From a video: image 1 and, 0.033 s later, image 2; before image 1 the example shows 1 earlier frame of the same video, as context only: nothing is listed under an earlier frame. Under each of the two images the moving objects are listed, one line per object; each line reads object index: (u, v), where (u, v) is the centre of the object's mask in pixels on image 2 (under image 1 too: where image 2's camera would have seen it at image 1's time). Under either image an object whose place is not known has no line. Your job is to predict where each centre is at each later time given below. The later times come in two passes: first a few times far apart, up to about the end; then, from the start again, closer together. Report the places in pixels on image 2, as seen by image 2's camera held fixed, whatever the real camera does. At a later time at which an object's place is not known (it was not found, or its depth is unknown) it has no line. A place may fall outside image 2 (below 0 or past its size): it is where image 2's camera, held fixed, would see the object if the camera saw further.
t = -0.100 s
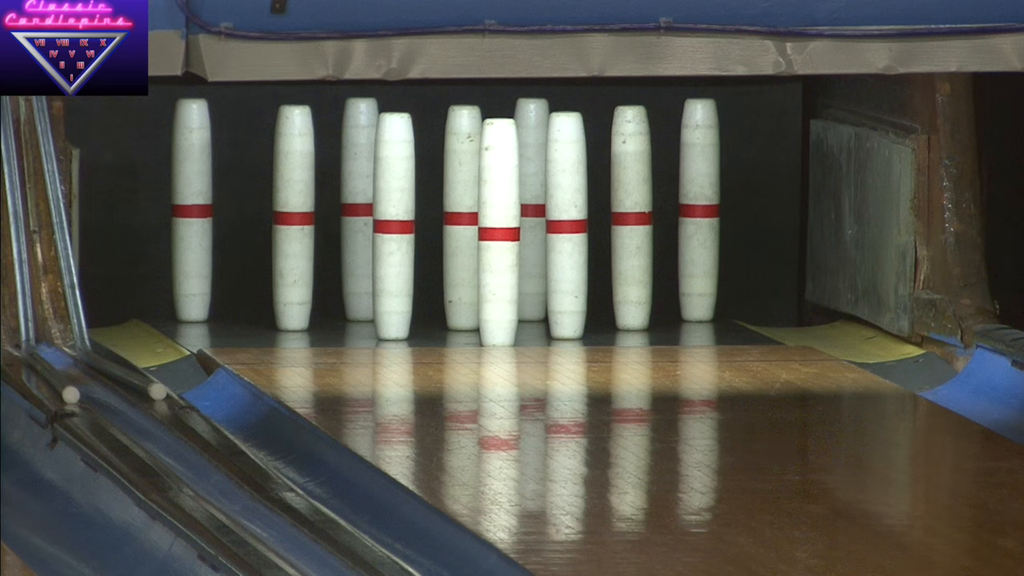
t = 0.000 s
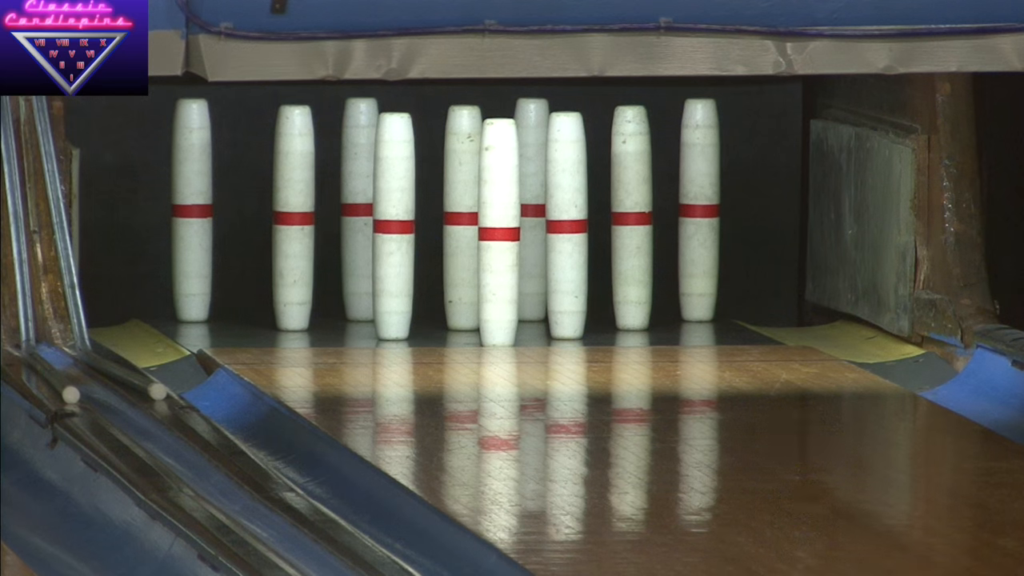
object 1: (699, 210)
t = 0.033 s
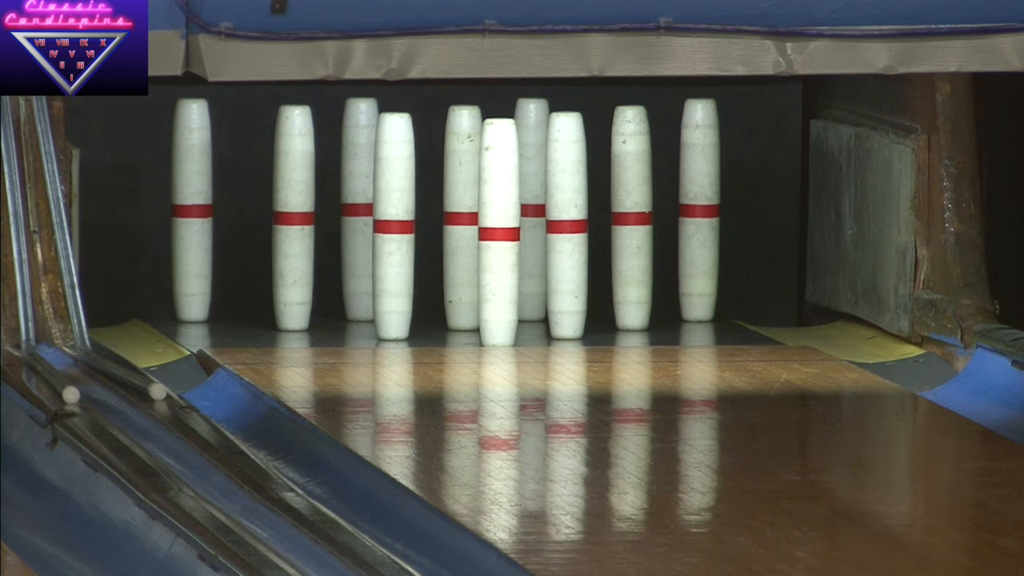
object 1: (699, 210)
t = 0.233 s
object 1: (699, 210)
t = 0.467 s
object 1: (699, 210)
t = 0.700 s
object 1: (699, 210)
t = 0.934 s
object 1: (724, 209)
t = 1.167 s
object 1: (745, 225)
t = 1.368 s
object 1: (703, 296)
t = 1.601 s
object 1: (695, 299)
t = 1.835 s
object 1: (699, 298)
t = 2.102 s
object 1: (700, 304)
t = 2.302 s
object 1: (701, 304)
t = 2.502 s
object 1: (700, 304)
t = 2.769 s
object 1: (699, 305)
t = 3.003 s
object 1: (698, 305)
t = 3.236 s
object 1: (698, 305)
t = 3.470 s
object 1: (699, 305)
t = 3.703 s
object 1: (699, 305)
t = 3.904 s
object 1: (699, 305)
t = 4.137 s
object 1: (700, 304)
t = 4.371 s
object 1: (701, 304)
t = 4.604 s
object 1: (702, 304)
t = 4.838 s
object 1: (703, 304)
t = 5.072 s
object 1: (705, 303)
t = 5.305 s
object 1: (707, 303)
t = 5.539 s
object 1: (709, 302)
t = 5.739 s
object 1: (711, 302)
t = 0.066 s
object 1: (699, 210)
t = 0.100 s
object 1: (699, 210)
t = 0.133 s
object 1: (699, 210)
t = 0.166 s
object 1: (699, 210)
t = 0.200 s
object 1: (699, 210)
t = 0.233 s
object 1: (699, 210)
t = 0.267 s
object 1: (699, 210)
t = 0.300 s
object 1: (699, 210)
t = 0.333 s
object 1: (699, 210)
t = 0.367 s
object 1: (699, 210)
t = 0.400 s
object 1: (699, 210)
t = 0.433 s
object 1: (699, 210)
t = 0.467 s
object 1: (699, 210)
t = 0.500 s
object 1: (699, 210)
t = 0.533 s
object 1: (699, 210)
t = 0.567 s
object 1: (699, 210)
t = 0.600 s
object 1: (699, 210)
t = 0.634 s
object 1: (699, 210)
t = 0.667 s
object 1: (699, 210)
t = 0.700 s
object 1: (699, 210)
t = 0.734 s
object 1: (699, 210)
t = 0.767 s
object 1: (699, 210)
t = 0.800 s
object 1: (700, 201)
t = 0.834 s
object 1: (699, 184)
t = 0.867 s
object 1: (705, 201)
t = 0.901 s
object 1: (715, 208)
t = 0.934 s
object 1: (724, 209)
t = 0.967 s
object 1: (734, 211)
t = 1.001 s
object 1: (745, 213)
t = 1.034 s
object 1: (756, 218)
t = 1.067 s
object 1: (766, 228)
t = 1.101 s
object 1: (759, 225)
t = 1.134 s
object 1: (751, 225)
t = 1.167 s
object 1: (745, 225)
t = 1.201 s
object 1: (736, 231)
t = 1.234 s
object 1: (731, 237)
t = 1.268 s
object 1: (726, 248)
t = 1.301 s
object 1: (722, 265)
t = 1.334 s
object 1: (715, 288)
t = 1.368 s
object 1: (703, 296)
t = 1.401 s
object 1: (702, 284)
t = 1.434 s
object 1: (703, 279)
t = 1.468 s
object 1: (700, 275)
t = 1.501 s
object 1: (699, 275)
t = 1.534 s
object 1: (698, 280)
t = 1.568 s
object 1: (696, 287)
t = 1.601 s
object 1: (695, 299)
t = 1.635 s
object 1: (701, 298)
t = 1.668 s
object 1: (700, 293)
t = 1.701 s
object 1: (699, 292)
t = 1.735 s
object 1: (699, 295)
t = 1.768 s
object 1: (700, 302)
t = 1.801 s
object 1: (698, 299)
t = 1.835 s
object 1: (699, 298)
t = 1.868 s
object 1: (699, 299)
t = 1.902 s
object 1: (699, 303)
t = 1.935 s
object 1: (700, 301)
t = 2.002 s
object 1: (701, 303)
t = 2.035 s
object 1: (700, 302)
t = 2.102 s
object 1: (700, 304)
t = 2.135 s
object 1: (701, 303)
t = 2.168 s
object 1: (701, 304)
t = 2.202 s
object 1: (701, 303)
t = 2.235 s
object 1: (700, 304)
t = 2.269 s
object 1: (701, 304)
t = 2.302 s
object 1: (701, 304)
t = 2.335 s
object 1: (700, 304)
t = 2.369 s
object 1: (700, 304)
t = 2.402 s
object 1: (700, 304)
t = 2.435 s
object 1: (700, 304)
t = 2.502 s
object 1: (700, 304)
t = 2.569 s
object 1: (699, 304)
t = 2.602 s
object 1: (699, 305)
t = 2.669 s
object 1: (699, 305)
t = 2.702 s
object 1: (699, 305)
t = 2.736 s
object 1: (699, 305)
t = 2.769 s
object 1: (699, 305)
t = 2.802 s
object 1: (699, 305)
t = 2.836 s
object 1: (698, 305)
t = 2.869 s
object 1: (698, 305)
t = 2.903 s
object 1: (699, 305)
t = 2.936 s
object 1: (698, 305)
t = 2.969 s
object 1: (698, 305)
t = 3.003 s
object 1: (698, 305)
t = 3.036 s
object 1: (698, 305)
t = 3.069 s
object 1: (698, 305)
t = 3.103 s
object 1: (698, 305)
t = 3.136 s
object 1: (698, 305)
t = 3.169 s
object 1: (698, 305)
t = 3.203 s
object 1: (698, 305)
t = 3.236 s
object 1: (698, 305)
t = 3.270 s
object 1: (698, 305)
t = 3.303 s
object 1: (698, 305)
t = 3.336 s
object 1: (699, 305)
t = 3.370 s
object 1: (699, 305)
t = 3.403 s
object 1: (699, 305)
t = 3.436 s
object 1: (699, 305)
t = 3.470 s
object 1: (699, 305)
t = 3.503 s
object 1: (699, 305)
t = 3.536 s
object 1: (699, 305)
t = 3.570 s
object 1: (699, 305)
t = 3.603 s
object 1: (699, 305)
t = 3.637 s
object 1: (699, 305)
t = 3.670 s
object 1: (699, 305)
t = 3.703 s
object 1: (699, 305)
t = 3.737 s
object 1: (699, 305)
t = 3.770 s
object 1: (699, 305)
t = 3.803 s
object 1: (699, 305)
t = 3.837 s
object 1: (699, 305)
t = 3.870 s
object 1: (699, 305)
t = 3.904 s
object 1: (699, 305)
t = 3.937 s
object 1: (699, 305)
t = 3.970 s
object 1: (699, 305)
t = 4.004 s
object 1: (699, 305)
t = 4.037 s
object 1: (700, 305)
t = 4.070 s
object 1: (700, 305)
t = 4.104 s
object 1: (700, 305)
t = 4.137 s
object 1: (700, 304)
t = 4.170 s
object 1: (700, 304)
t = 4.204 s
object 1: (700, 304)
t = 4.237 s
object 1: (700, 304)
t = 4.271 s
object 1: (700, 304)
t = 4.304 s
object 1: (700, 304)
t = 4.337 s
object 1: (700, 304)
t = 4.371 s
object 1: (701, 304)
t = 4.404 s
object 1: (701, 304)
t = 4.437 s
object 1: (701, 304)
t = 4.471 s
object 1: (701, 304)
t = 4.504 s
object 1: (701, 304)
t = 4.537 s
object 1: (701, 304)
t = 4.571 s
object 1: (702, 304)
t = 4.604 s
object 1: (702, 304)
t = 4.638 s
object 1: (702, 304)
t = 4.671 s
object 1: (702, 304)
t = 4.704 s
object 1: (702, 304)
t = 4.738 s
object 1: (703, 304)
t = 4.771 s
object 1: (703, 304)
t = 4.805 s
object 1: (703, 304)
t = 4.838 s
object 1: (703, 304)
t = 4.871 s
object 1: (704, 304)
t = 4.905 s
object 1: (704, 304)
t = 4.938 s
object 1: (704, 304)
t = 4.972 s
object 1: (704, 304)
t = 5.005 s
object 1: (705, 303)
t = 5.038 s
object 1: (705, 303)
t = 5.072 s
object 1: (705, 303)
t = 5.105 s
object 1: (706, 303)
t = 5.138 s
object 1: (706, 303)
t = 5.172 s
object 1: (706, 303)
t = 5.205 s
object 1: (706, 303)
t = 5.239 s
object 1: (707, 303)
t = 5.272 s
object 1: (707, 303)
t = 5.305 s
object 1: (707, 303)
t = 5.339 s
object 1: (708, 303)
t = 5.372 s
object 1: (708, 303)
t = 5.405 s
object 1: (708, 303)
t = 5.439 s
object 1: (708, 303)
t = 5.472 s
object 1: (709, 303)
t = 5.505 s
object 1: (709, 302)
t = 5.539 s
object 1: (709, 302)
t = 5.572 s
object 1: (709, 302)
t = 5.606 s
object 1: (710, 302)
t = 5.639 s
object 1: (710, 302)
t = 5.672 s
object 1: (710, 302)
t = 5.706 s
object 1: (710, 302)
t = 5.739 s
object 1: (711, 302)
